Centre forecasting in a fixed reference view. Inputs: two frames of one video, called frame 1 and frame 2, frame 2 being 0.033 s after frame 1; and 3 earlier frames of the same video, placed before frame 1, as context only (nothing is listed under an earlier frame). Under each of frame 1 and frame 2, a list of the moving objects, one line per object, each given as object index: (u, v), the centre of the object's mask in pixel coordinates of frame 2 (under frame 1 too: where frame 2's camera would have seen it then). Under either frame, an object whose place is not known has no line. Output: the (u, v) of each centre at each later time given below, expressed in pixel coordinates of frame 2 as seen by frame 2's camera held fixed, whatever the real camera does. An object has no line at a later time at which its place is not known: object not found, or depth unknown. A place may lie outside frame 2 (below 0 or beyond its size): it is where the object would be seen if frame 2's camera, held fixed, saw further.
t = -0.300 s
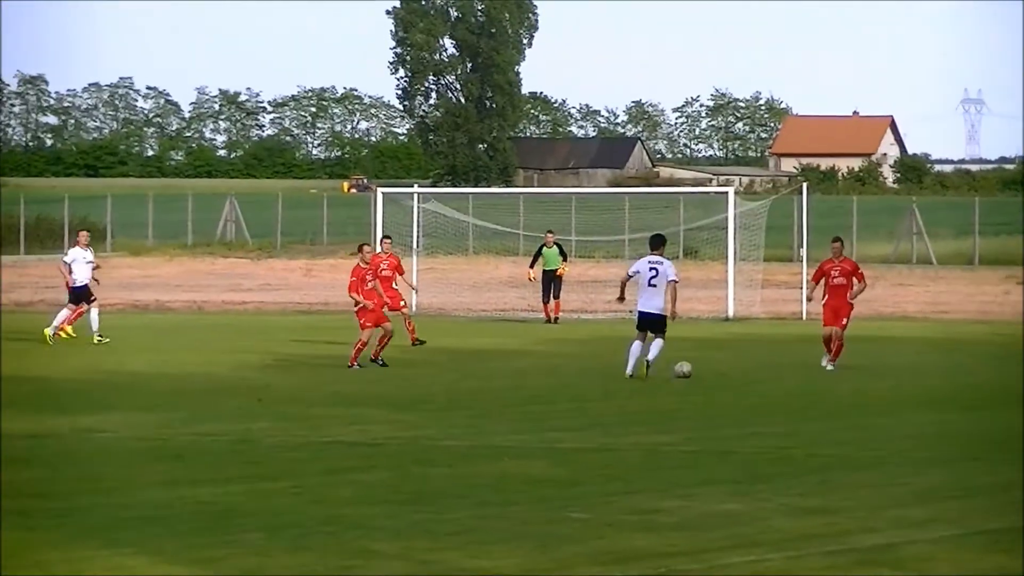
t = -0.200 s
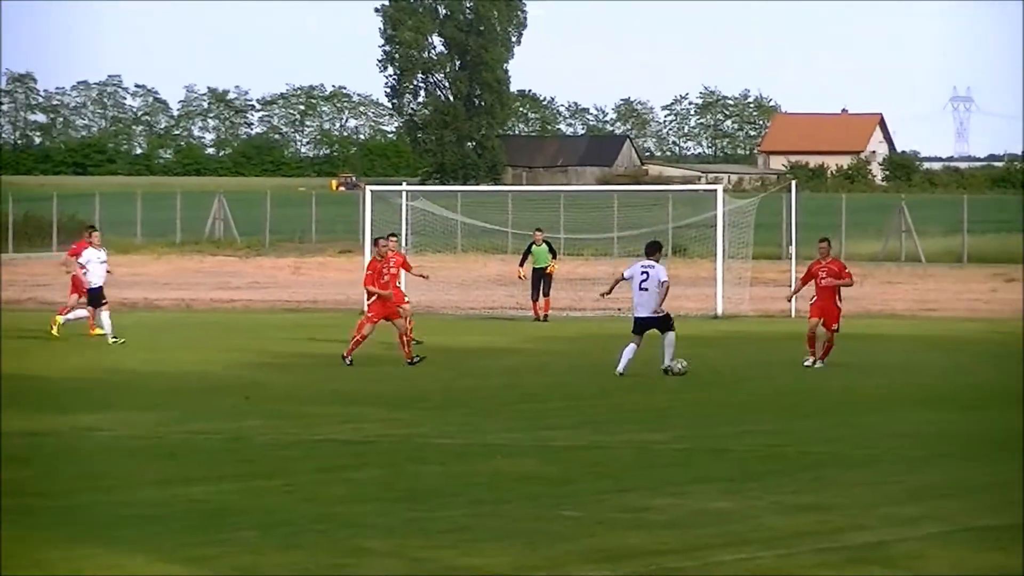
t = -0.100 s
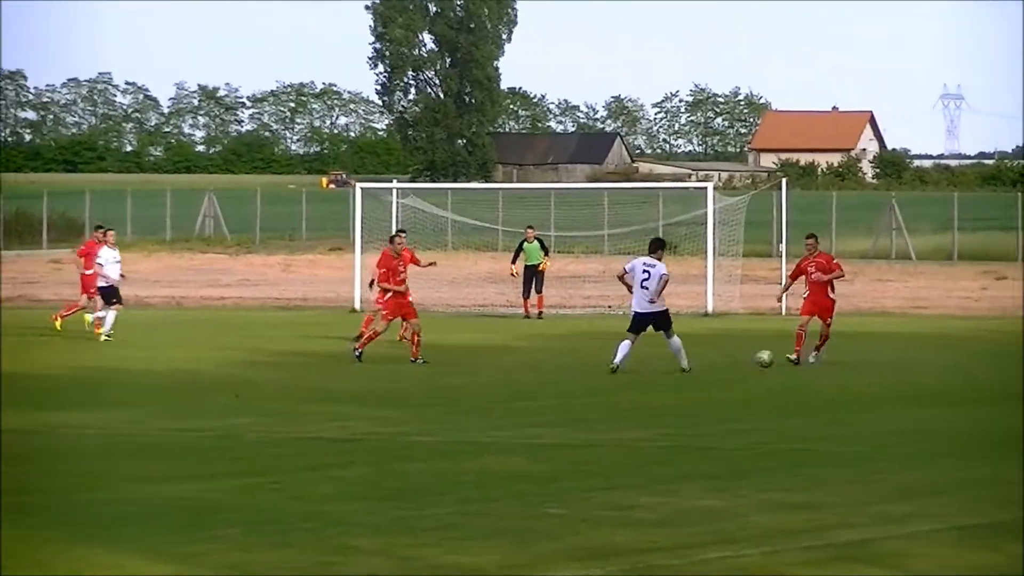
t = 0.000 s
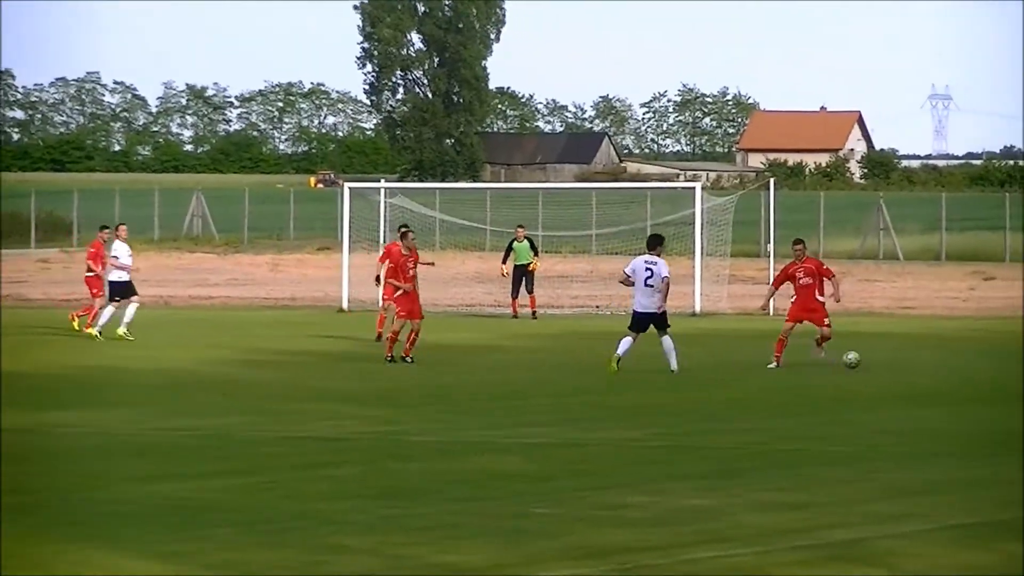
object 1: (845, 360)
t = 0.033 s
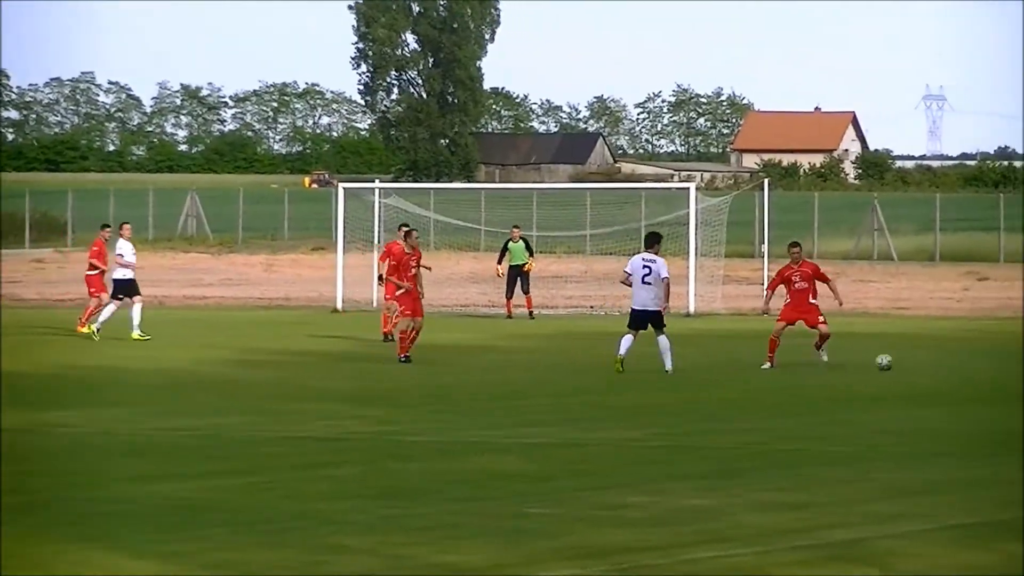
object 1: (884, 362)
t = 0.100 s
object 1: (934, 361)
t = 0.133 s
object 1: (966, 360)
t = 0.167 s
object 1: (997, 360)
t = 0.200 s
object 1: (1011, 360)
